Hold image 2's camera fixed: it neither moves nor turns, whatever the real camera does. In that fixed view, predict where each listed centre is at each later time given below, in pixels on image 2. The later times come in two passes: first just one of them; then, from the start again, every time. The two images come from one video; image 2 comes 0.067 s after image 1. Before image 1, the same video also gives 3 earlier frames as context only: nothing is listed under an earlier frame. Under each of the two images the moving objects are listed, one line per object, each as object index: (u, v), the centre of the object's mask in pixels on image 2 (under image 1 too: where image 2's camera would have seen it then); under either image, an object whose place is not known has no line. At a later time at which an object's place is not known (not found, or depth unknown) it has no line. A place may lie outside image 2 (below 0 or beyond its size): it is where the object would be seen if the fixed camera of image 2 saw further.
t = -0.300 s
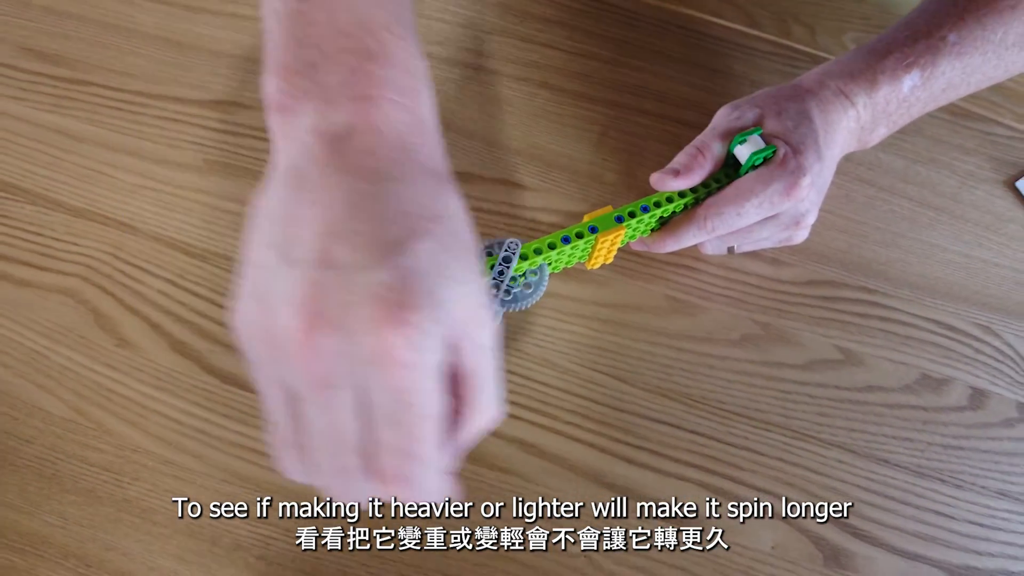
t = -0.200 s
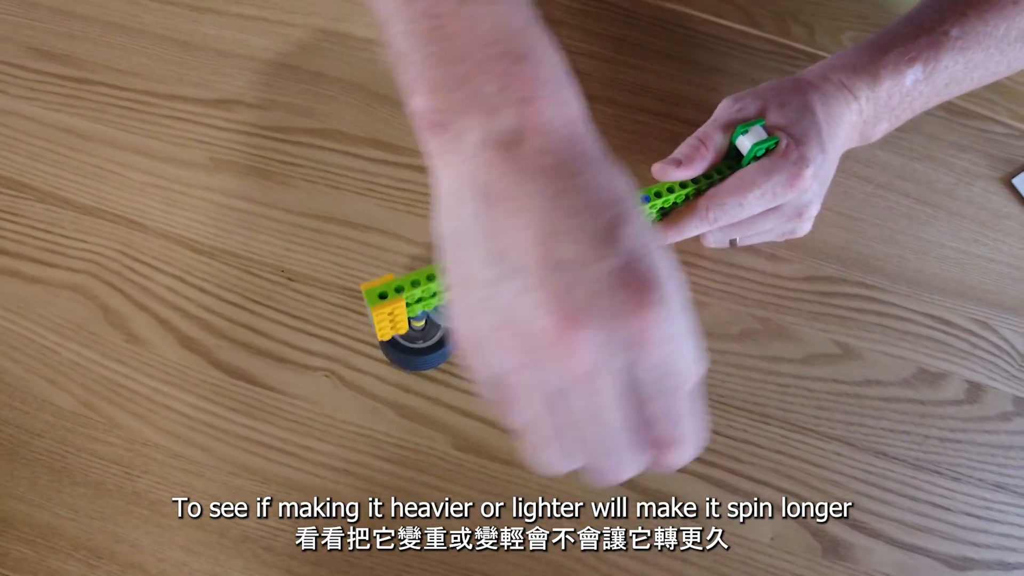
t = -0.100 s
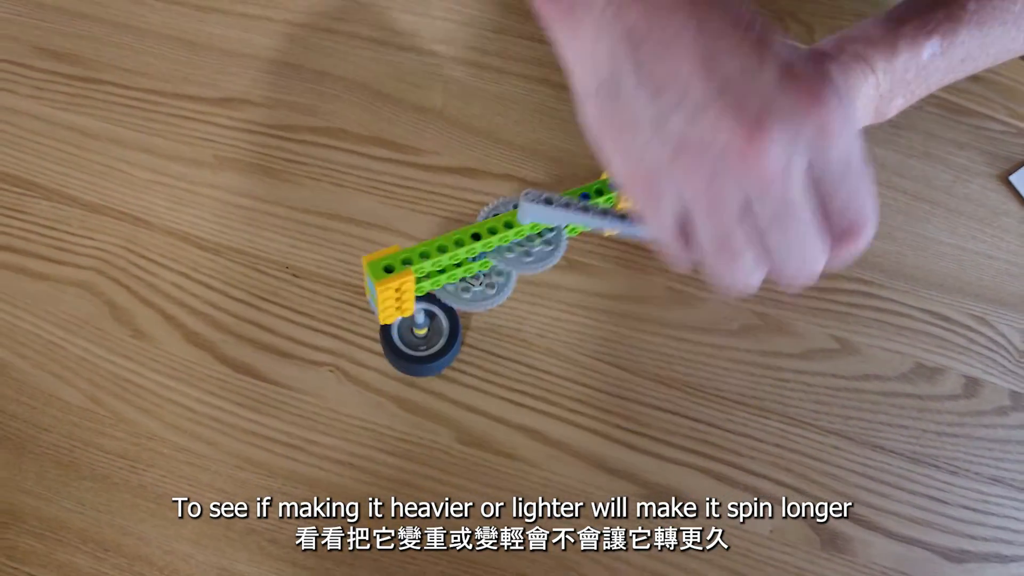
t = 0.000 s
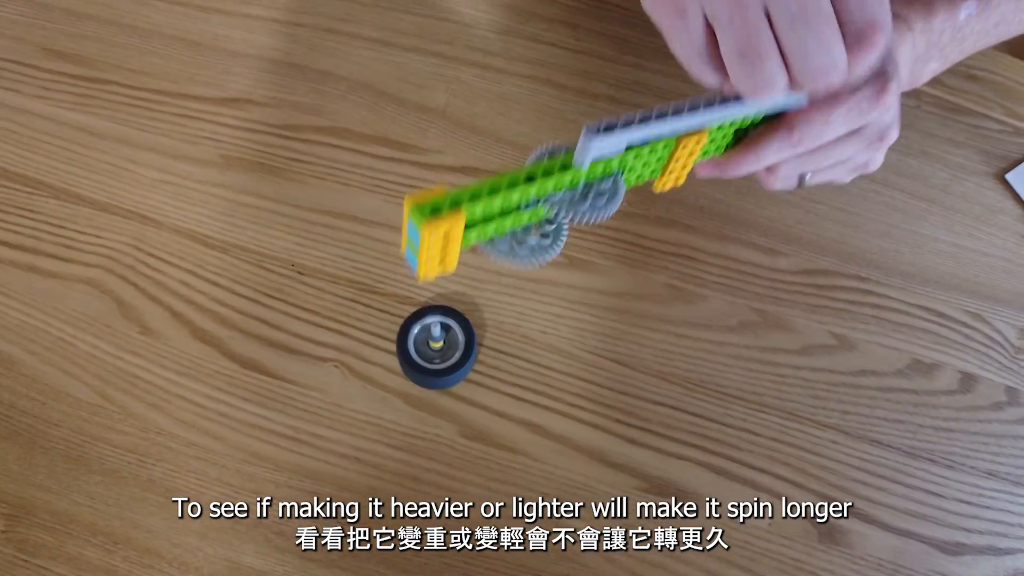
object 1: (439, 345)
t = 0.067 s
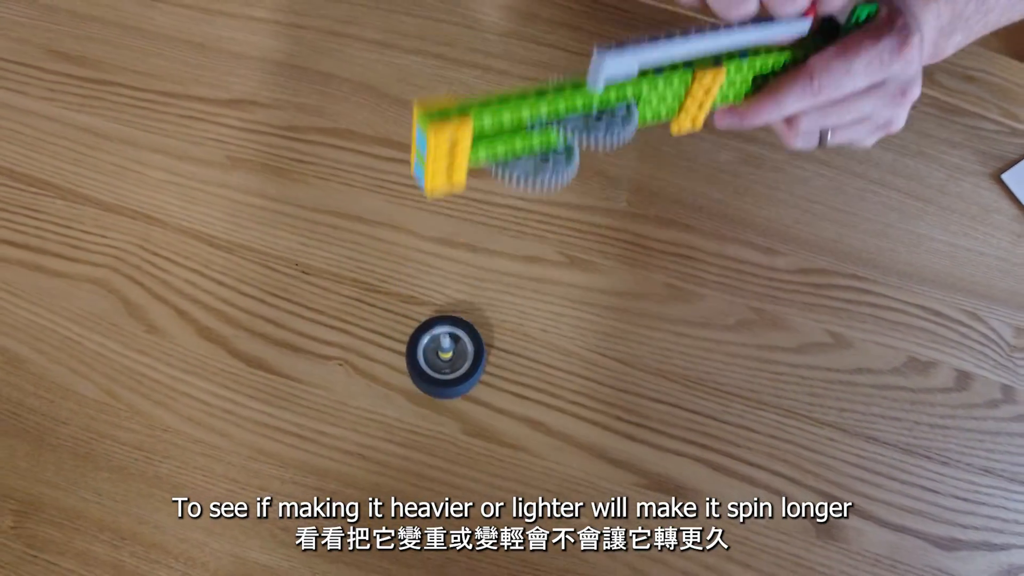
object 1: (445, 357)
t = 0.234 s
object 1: (458, 384)
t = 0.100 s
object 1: (448, 363)
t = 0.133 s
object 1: (451, 368)
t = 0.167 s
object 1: (454, 373)
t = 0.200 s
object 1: (456, 378)
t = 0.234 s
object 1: (458, 384)
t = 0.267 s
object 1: (460, 389)
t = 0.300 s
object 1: (462, 393)
